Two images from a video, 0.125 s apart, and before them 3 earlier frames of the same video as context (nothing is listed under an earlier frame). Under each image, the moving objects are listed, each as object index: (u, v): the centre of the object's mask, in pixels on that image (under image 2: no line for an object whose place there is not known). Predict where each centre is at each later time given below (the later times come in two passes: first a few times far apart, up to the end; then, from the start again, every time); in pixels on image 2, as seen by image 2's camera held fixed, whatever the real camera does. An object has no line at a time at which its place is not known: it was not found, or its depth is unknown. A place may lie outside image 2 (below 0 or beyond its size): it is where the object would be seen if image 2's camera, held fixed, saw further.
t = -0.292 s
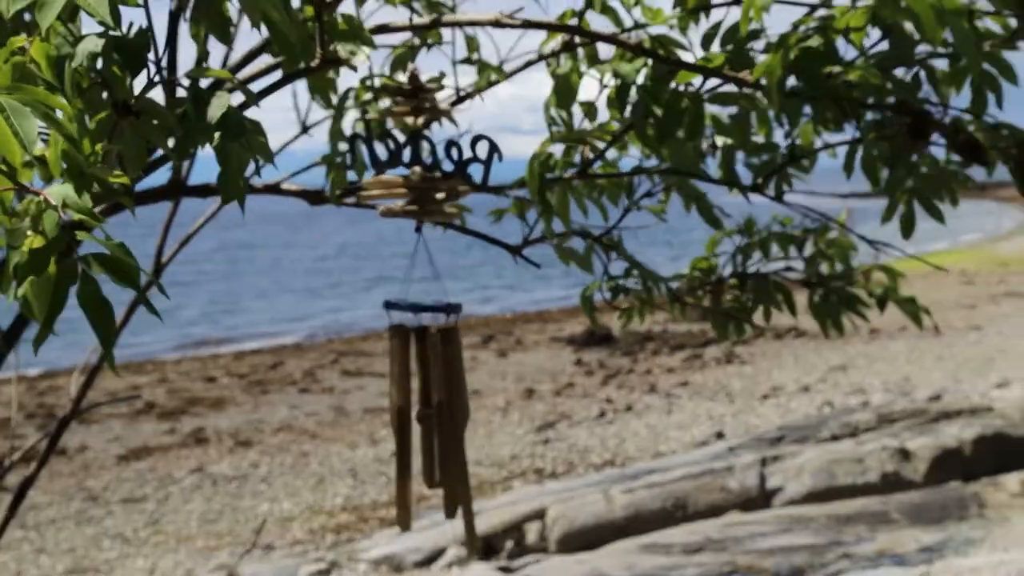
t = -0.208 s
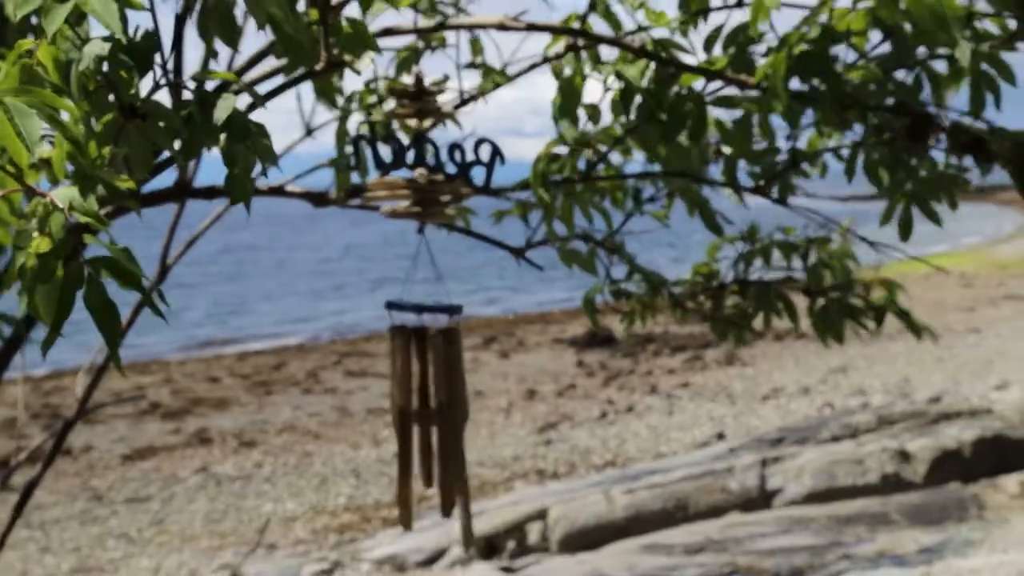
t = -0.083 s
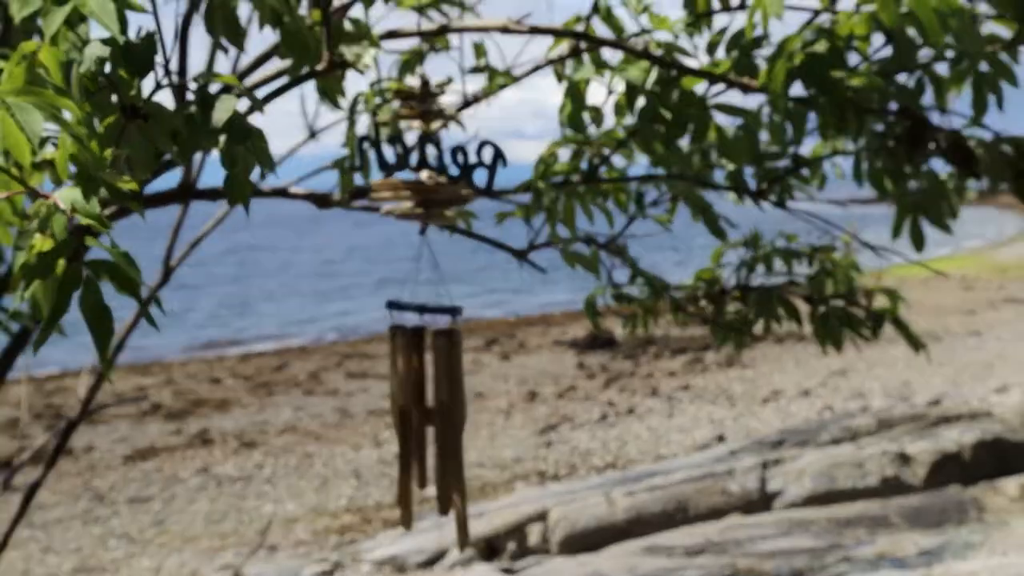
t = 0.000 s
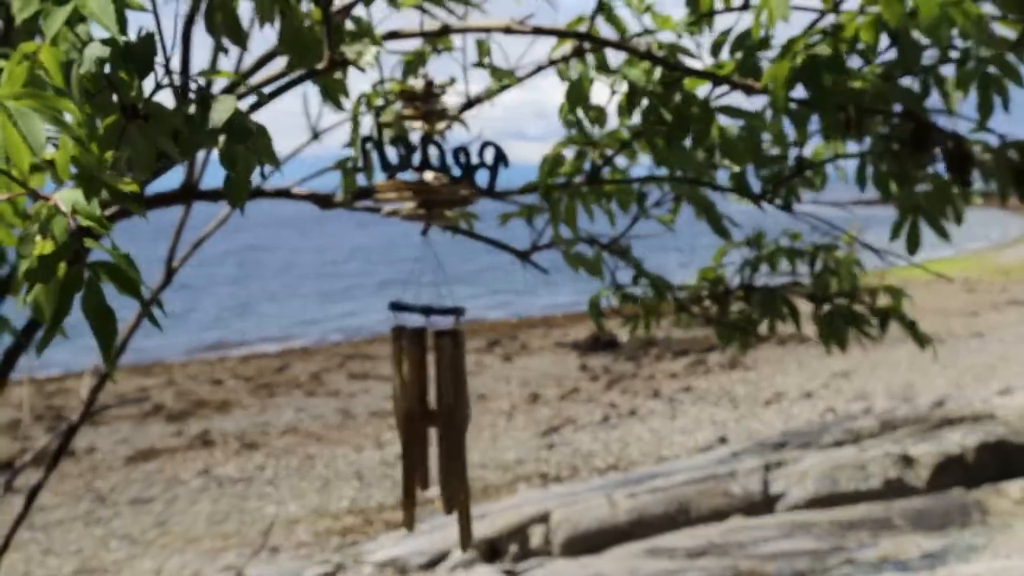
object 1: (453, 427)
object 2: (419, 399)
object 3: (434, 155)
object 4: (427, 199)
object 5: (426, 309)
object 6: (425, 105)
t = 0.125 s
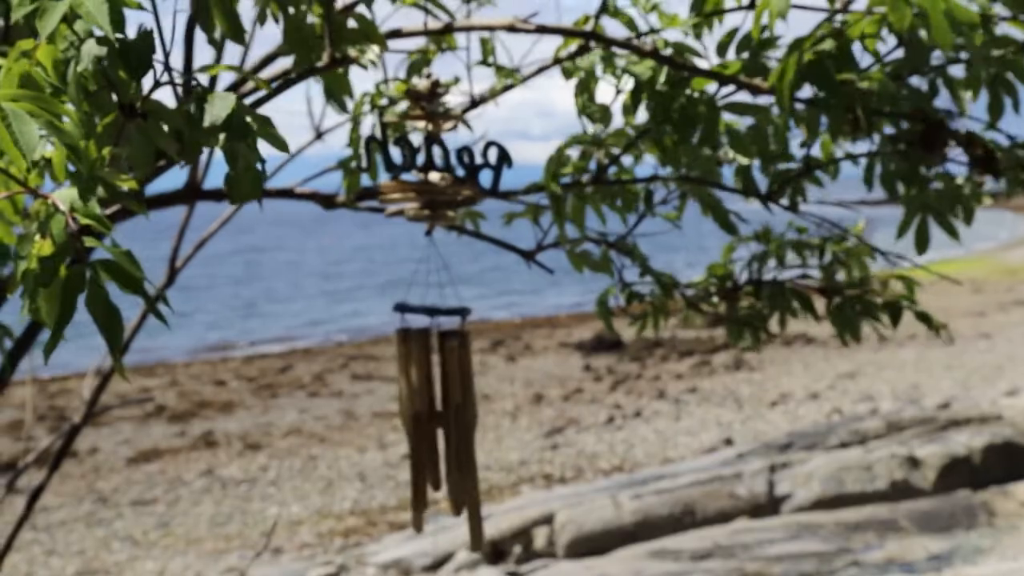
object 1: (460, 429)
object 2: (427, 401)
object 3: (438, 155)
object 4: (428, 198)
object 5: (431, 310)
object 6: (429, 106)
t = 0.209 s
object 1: (463, 430)
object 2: (429, 403)
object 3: (438, 155)
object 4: (430, 197)
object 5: (434, 310)
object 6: (428, 106)
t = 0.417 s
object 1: (478, 430)
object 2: (441, 409)
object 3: (445, 154)
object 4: (439, 197)
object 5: (446, 310)
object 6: (436, 105)
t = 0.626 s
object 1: (491, 432)
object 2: (452, 408)
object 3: (446, 152)
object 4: (443, 197)
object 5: (455, 308)
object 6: (435, 103)
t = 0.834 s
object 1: (490, 433)
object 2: (453, 403)
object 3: (448, 152)
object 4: (444, 197)
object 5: (454, 308)
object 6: (436, 100)
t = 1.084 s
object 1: (485, 433)
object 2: (452, 411)
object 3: (446, 153)
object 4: (441, 197)
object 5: (447, 309)
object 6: (435, 101)
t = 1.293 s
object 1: (484, 437)
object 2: (455, 410)
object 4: (441, 197)
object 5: (447, 308)
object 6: (439, 100)
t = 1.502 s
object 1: (485, 437)
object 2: (459, 410)
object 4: (443, 199)
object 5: (450, 309)
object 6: (440, 101)
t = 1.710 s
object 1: (487, 436)
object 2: (462, 413)
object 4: (443, 201)
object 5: (452, 310)
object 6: (441, 102)
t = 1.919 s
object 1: (488, 441)
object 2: (460, 417)
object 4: (442, 202)
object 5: (450, 312)
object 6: (441, 102)
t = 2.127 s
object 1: (482, 439)
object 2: (453, 420)
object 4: (438, 202)
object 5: (445, 312)
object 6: (439, 102)
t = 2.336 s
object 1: (469, 436)
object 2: (448, 418)
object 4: (437, 201)
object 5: (443, 311)
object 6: (437, 101)
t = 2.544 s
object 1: (477, 431)
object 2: (453, 422)
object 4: (437, 202)
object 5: (445, 312)
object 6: (437, 101)
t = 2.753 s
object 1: (483, 434)
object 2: (457, 423)
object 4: (442, 202)
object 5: (450, 313)
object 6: (440, 101)
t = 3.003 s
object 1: (481, 441)
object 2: (456, 421)
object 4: (441, 203)
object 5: (448, 314)
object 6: (441, 103)
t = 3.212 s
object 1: (474, 440)
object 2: (450, 420)
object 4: (440, 204)
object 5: (443, 315)
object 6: (442, 103)
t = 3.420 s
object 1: (472, 445)
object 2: (447, 416)
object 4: (437, 203)
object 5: (440, 314)
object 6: (439, 101)
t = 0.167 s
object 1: (462, 430)
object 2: (429, 400)
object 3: (437, 155)
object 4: (430, 198)
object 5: (433, 310)
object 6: (429, 106)
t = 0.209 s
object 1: (463, 430)
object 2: (429, 403)
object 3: (438, 155)
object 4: (430, 197)
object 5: (434, 310)
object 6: (428, 106)
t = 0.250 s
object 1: (466, 431)
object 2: (431, 404)
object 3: (439, 156)
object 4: (432, 199)
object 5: (436, 311)
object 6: (430, 107)
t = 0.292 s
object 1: (469, 432)
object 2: (432, 404)
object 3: (436, 155)
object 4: (433, 198)
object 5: (437, 311)
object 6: (431, 107)
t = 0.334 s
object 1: (471, 430)
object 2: (434, 406)
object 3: (441, 155)
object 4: (434, 198)
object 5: (439, 310)
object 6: (431, 106)
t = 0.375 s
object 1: (475, 430)
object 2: (438, 412)
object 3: (441, 154)
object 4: (437, 197)
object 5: (444, 310)
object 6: (433, 105)
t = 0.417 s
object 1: (478, 430)
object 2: (441, 409)
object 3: (445, 154)
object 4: (439, 197)
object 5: (446, 310)
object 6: (436, 105)
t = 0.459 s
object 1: (482, 430)
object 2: (445, 410)
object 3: (445, 154)
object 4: (441, 197)
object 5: (449, 310)
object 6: (436, 104)
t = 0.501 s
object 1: (483, 430)
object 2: (446, 410)
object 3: (444, 152)
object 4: (441, 197)
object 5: (450, 309)
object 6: (435, 103)
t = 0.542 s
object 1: (485, 430)
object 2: (448, 412)
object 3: (442, 152)
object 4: (442, 197)
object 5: (451, 308)
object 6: (432, 103)
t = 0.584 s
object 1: (489, 431)
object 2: (450, 411)
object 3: (445, 151)
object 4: (442, 196)
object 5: (453, 308)
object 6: (434, 102)
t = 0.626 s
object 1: (491, 432)
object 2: (452, 408)
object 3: (446, 152)
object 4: (443, 197)
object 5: (455, 308)
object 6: (435, 103)
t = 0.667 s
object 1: (492, 432)
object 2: (454, 406)
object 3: (448, 152)
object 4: (444, 196)
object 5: (455, 307)
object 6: (434, 102)
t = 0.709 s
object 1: (492, 432)
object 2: (454, 403)
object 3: (446, 151)
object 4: (443, 196)
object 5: (455, 308)
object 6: (435, 101)
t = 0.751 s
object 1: (491, 433)
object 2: (453, 402)
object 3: (446, 151)
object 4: (443, 196)
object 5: (455, 308)
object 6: (435, 100)
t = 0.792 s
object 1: (491, 432)
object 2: (454, 404)
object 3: (448, 151)
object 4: (444, 196)
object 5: (454, 308)
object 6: (435, 100)
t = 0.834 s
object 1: (490, 433)
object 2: (453, 403)
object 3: (448, 152)
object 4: (444, 197)
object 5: (454, 308)
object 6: (436, 100)
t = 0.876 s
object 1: (489, 433)
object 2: (452, 402)
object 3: (446, 152)
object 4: (443, 197)
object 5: (453, 309)
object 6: (436, 101)
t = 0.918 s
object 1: (488, 432)
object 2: (451, 401)
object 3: (449, 153)
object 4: (443, 196)
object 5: (452, 309)
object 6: (436, 101)
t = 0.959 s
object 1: (486, 430)
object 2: (449, 402)
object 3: (448, 152)
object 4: (443, 196)
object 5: (451, 309)
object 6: (436, 101)
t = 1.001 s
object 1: (484, 431)
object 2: (451, 405)
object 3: (447, 152)
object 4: (442, 197)
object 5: (450, 309)
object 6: (435, 102)
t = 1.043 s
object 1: (481, 430)
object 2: (450, 406)
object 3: (448, 153)
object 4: (441, 197)
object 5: (448, 309)
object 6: (434, 101)
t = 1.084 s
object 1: (485, 433)
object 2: (452, 411)
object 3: (446, 153)
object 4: (441, 197)
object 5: (447, 309)
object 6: (435, 101)
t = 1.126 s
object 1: (484, 431)
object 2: (455, 411)
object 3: (446, 153)
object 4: (440, 197)
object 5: (447, 309)
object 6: (436, 101)
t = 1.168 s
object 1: (484, 428)
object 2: (455, 409)
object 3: (447, 153)
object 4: (440, 197)
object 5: (446, 308)
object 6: (436, 101)
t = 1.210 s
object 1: (484, 433)
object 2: (455, 409)
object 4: (440, 197)
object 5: (446, 308)
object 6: (437, 100)
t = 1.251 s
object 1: (483, 435)
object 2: (454, 409)
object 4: (440, 197)
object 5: (446, 308)
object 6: (438, 99)
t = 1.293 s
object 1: (484, 437)
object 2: (455, 410)
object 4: (441, 197)
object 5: (447, 308)
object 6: (439, 100)
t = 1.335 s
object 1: (483, 437)
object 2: (455, 409)
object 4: (442, 197)
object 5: (446, 308)
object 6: (439, 101)
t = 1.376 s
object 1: (483, 436)
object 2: (456, 408)
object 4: (442, 197)
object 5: (447, 308)
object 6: (439, 102)
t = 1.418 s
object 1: (484, 436)
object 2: (456, 409)
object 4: (443, 198)
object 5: (448, 308)
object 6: (440, 103)
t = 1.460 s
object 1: (484, 436)
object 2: (458, 410)
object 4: (443, 198)
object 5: (450, 309)
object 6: (440, 102)
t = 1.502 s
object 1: (485, 437)
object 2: (459, 410)
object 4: (443, 199)
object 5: (450, 309)
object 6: (440, 101)
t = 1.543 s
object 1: (484, 436)
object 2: (459, 410)
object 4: (442, 199)
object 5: (450, 309)
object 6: (439, 102)
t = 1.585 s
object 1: (485, 434)
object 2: (460, 411)
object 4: (442, 200)
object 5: (450, 310)
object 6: (439, 102)
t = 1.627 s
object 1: (485, 431)
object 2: (462, 413)
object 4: (443, 200)
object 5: (451, 310)
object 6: (440, 103)
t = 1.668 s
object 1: (486, 433)
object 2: (463, 414)
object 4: (443, 201)
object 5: (452, 310)
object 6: (440, 102)
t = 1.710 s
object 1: (487, 436)
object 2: (462, 413)
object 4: (443, 201)
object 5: (452, 310)
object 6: (441, 102)
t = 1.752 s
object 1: (488, 440)
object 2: (462, 414)
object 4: (443, 202)
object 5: (452, 311)
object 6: (442, 103)
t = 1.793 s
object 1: (488, 441)
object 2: (462, 414)
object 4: (443, 202)
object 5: (452, 311)
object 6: (442, 103)
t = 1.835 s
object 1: (488, 440)
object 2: (461, 414)
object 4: (443, 202)
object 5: (452, 311)
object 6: (442, 103)
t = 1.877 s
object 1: (489, 441)
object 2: (460, 416)
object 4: (442, 202)
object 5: (451, 312)
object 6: (442, 103)
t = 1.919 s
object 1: (488, 441)
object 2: (460, 417)
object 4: (442, 202)
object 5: (450, 312)
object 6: (441, 102)
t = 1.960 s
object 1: (487, 438)
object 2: (458, 417)
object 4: (441, 202)
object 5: (449, 312)
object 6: (441, 102)
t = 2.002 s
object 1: (487, 436)
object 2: (458, 417)
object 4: (441, 203)
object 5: (448, 312)
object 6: (441, 102)
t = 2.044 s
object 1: (485, 434)
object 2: (456, 417)
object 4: (439, 203)
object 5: (447, 312)
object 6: (440, 102)
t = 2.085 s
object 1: (483, 437)
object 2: (455, 417)
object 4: (439, 203)
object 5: (446, 312)
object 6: (440, 102)
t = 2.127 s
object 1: (482, 439)
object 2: (453, 420)
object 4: (438, 202)
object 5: (445, 312)
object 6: (439, 102)
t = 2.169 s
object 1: (475, 435)
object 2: (451, 422)
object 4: (438, 202)
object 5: (444, 312)
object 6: (438, 101)
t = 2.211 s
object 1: (472, 434)
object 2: (450, 420)
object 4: (438, 202)
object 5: (444, 312)
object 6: (438, 101)
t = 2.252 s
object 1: (471, 435)
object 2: (448, 420)
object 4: (438, 202)
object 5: (444, 312)
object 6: (438, 101)
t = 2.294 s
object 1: (470, 435)
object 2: (448, 418)
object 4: (437, 201)
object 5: (443, 311)
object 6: (438, 101)
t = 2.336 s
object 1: (469, 436)
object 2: (448, 418)
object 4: (437, 201)
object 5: (443, 311)
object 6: (437, 101)
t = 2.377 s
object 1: (470, 435)
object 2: (448, 419)
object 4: (437, 201)
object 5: (443, 311)
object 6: (437, 101)
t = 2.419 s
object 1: (474, 440)
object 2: (448, 419)
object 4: (436, 201)
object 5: (443, 311)
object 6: (438, 100)
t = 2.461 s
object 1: (475, 436)
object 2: (450, 420)
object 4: (437, 201)
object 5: (443, 311)
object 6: (438, 101)
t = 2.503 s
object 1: (475, 434)
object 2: (451, 422)
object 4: (437, 202)
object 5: (444, 311)
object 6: (437, 100)
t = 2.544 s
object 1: (477, 431)
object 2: (453, 422)
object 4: (437, 202)
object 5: (445, 312)
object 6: (437, 101)
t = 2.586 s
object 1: (478, 433)
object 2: (453, 421)
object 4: (438, 201)
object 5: (446, 311)
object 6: (437, 101)
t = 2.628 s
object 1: (479, 434)
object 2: (454, 423)
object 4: (439, 201)
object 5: (447, 312)
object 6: (438, 101)
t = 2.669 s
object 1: (481, 436)
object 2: (456, 424)
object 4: (440, 202)
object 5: (448, 312)
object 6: (439, 101)
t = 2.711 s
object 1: (483, 436)
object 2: (457, 424)
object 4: (441, 202)
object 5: (449, 313)
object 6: (440, 101)
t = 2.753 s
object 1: (483, 434)
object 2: (457, 423)
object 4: (442, 202)
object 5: (450, 313)
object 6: (440, 101)
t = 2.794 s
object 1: (483, 432)
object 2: (457, 422)
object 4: (442, 202)
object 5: (449, 313)
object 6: (441, 101)
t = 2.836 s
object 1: (482, 432)
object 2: (458, 422)
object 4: (442, 203)
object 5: (449, 313)
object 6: (441, 102)
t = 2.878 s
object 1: (482, 433)
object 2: (458, 421)
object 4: (442, 203)
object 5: (449, 314)
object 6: (441, 102)
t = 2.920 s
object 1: (482, 437)
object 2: (458, 421)
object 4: (441, 203)
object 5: (449, 314)
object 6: (440, 102)
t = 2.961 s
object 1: (482, 440)
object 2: (457, 421)
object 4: (441, 203)
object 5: (448, 314)
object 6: (441, 102)
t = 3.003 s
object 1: (481, 441)
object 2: (456, 421)
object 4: (441, 203)
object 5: (448, 314)
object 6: (441, 103)
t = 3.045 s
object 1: (480, 444)
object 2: (455, 419)
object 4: (441, 203)
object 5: (447, 315)
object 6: (441, 103)
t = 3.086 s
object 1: (478, 443)
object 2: (454, 418)
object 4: (440, 203)
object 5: (446, 315)
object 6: (441, 103)
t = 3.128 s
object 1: (476, 441)
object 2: (452, 420)
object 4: (440, 204)
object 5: (445, 315)
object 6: (441, 103)
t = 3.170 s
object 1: (475, 441)
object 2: (451, 420)
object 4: (440, 204)
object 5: (444, 315)
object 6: (440, 102)
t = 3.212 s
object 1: (474, 440)
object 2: (450, 420)
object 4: (440, 204)
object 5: (443, 315)
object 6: (442, 103)
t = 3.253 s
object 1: (474, 440)
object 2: (449, 420)
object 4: (439, 204)
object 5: (442, 315)
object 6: (441, 104)
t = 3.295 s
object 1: (473, 440)
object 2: (448, 419)
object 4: (438, 204)
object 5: (441, 315)
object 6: (441, 103)
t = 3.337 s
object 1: (473, 443)
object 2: (448, 418)
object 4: (438, 204)
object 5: (441, 315)
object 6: (441, 103)
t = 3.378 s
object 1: (472, 444)
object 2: (447, 417)
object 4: (437, 203)
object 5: (440, 314)
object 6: (440, 102)
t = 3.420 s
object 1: (472, 445)
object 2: (447, 416)
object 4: (437, 203)
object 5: (440, 314)
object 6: (439, 101)
